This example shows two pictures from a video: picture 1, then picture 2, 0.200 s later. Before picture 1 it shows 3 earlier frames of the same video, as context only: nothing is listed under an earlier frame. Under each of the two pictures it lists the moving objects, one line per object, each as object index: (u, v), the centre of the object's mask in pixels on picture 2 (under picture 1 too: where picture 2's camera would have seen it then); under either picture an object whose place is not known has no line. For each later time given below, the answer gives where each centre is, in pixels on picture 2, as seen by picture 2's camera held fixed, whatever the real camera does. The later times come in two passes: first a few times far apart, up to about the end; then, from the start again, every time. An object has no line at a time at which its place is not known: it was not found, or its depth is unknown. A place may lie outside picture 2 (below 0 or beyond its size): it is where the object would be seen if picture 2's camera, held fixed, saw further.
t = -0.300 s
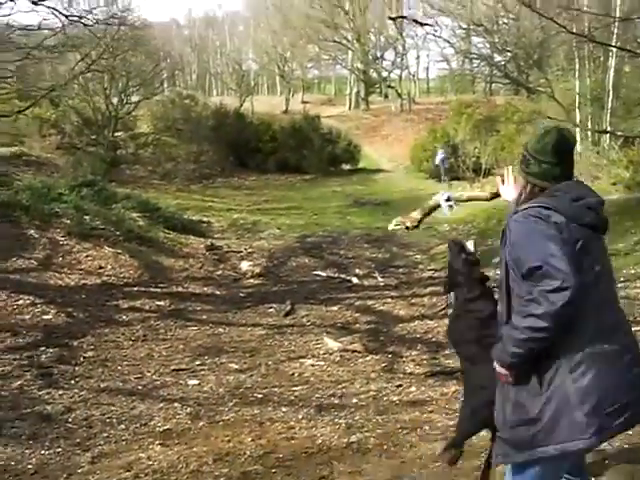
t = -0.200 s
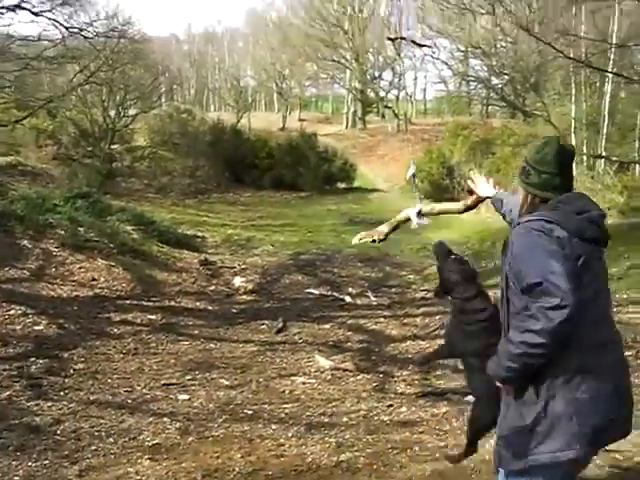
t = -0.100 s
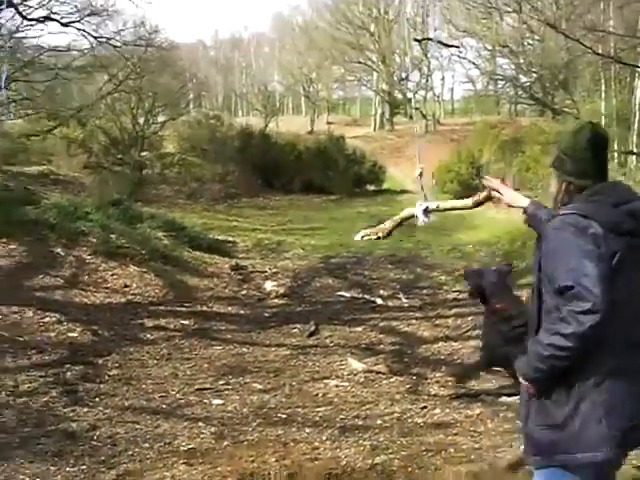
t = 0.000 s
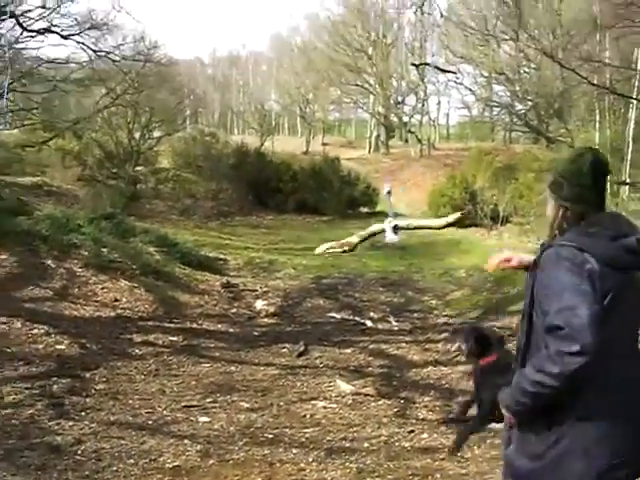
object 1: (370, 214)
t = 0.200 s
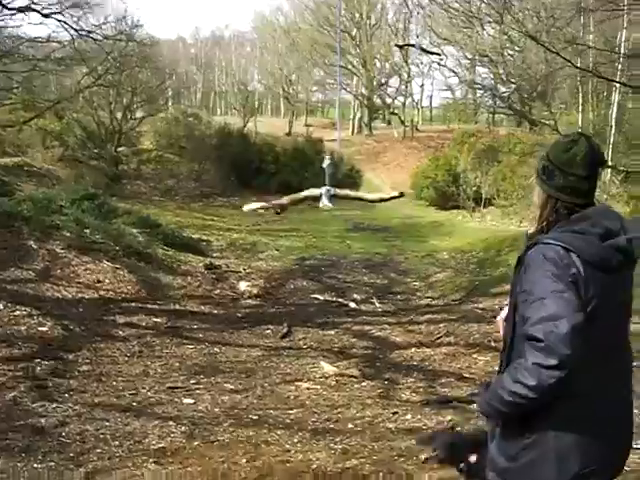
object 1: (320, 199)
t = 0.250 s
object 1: (308, 195)
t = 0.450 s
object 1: (268, 184)
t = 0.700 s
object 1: (220, 177)
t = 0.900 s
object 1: (180, 177)
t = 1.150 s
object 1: (137, 184)
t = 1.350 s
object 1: (116, 192)
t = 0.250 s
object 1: (308, 195)
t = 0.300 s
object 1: (298, 192)
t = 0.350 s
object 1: (286, 189)
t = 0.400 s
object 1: (274, 187)
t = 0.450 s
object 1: (268, 184)
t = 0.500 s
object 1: (258, 182)
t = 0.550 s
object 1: (245, 180)
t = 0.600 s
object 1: (238, 179)
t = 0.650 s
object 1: (228, 178)
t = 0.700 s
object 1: (220, 177)
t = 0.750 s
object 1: (210, 176)
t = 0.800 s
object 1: (196, 175)
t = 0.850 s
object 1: (187, 176)
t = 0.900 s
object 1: (180, 177)
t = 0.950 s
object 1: (170, 178)
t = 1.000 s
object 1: (162, 179)
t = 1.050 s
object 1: (154, 180)
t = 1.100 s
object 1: (145, 183)
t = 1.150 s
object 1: (137, 184)
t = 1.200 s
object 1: (132, 185)
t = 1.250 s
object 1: (128, 188)
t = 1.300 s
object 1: (119, 189)
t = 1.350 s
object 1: (116, 192)
